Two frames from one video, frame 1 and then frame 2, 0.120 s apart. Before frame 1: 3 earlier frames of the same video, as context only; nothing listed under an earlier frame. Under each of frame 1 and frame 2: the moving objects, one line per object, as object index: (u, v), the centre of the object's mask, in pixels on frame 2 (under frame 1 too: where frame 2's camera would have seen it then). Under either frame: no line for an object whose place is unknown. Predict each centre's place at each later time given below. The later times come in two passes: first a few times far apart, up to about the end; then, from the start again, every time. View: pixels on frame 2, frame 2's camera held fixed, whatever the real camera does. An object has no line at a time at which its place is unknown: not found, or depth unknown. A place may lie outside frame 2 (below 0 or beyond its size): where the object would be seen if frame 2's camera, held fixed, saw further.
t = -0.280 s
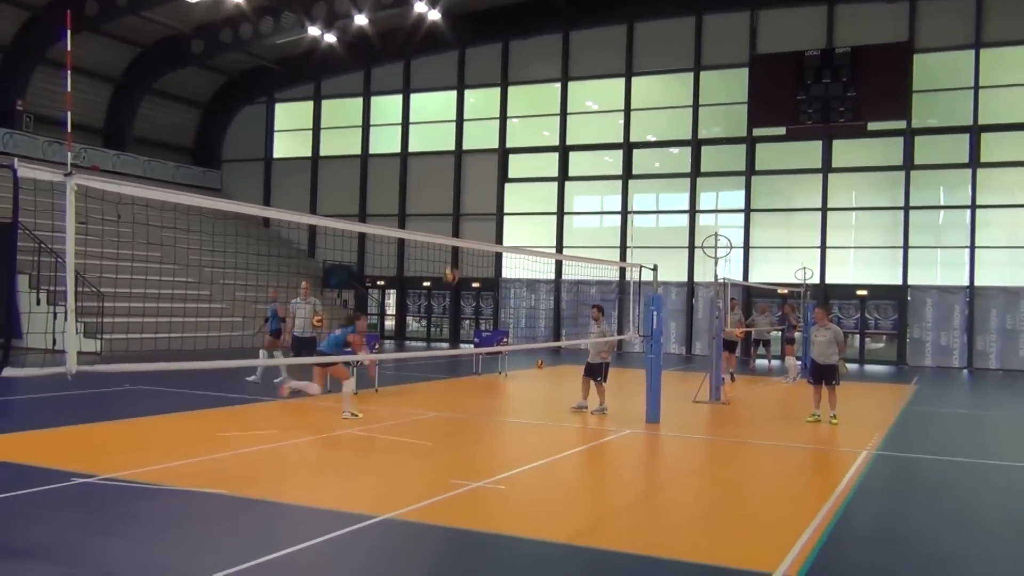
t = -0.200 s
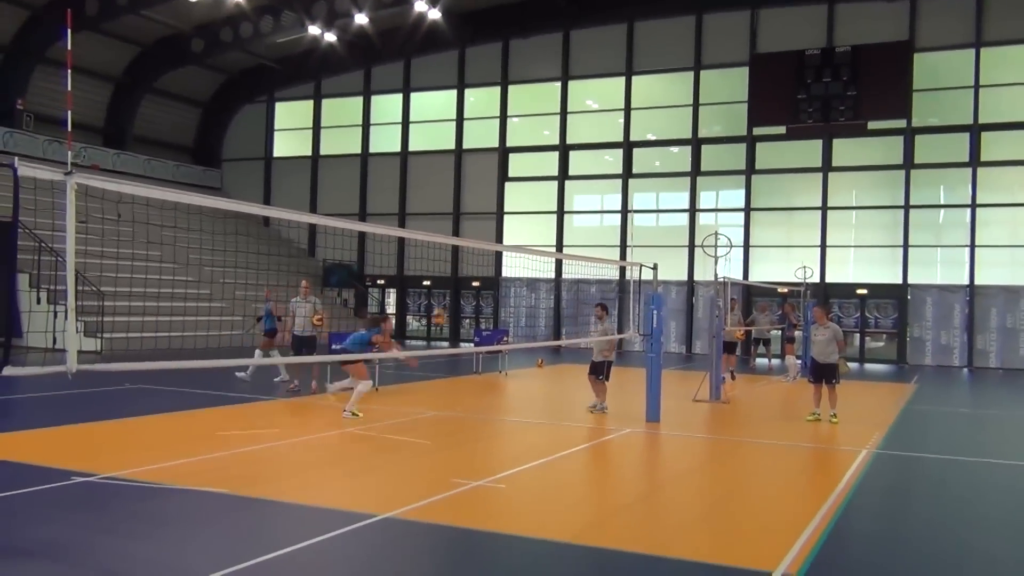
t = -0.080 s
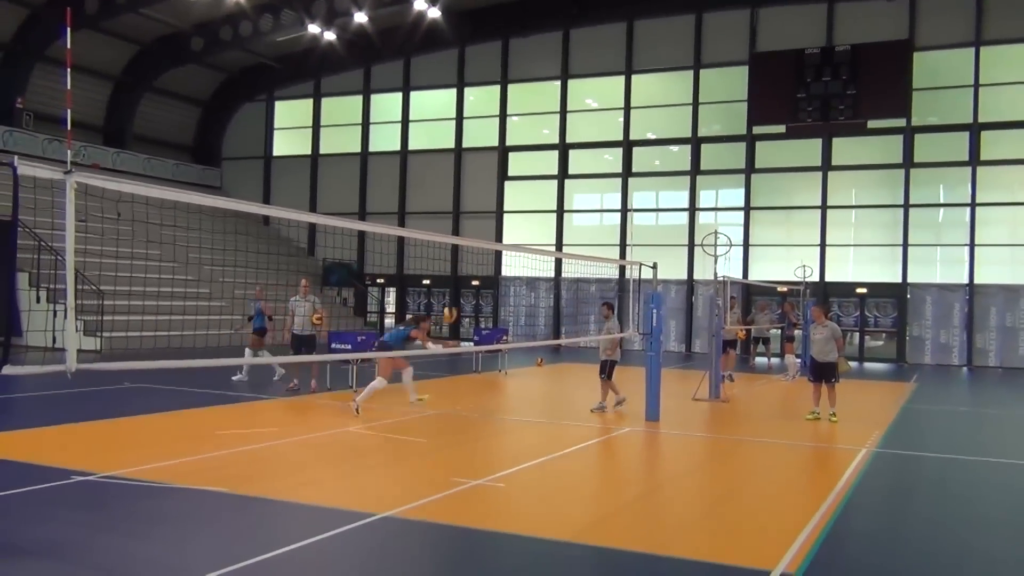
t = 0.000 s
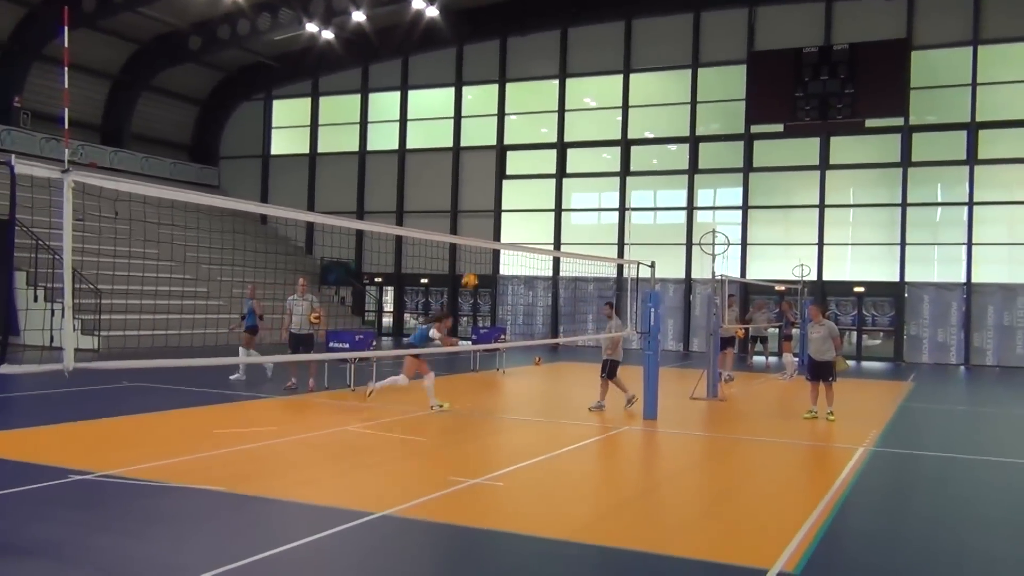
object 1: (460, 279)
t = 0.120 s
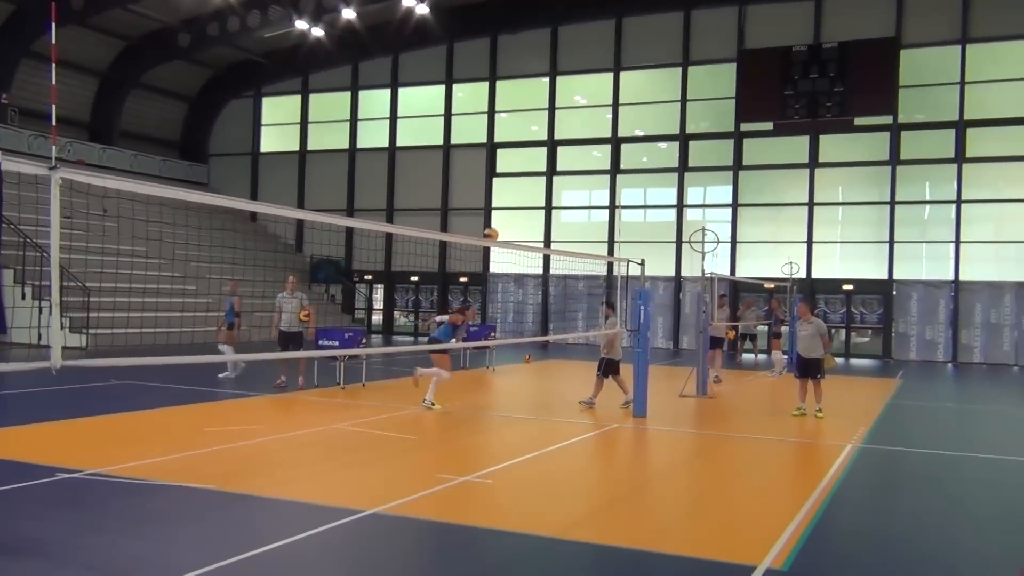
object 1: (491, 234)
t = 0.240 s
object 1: (521, 201)
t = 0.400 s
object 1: (559, 169)
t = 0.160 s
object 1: (501, 223)
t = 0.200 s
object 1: (511, 212)
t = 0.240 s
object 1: (521, 201)
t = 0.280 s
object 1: (530, 192)
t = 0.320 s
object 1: (540, 184)
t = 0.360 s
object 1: (550, 176)
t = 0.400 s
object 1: (559, 169)
